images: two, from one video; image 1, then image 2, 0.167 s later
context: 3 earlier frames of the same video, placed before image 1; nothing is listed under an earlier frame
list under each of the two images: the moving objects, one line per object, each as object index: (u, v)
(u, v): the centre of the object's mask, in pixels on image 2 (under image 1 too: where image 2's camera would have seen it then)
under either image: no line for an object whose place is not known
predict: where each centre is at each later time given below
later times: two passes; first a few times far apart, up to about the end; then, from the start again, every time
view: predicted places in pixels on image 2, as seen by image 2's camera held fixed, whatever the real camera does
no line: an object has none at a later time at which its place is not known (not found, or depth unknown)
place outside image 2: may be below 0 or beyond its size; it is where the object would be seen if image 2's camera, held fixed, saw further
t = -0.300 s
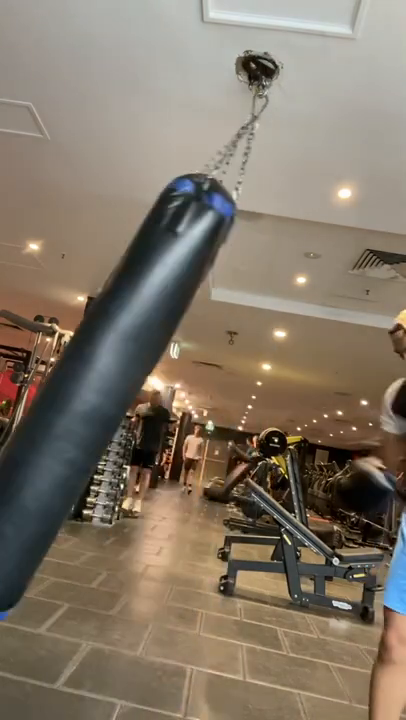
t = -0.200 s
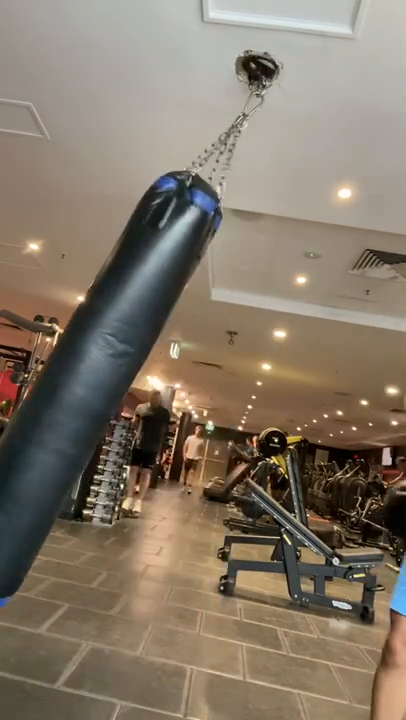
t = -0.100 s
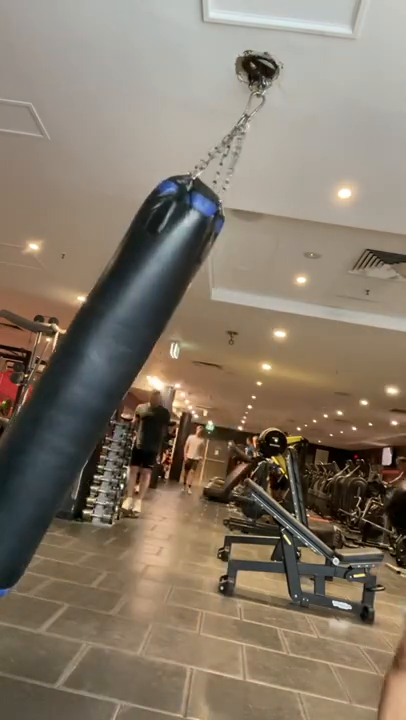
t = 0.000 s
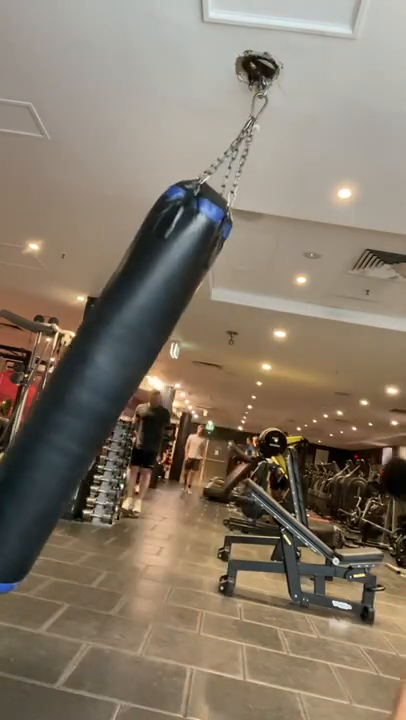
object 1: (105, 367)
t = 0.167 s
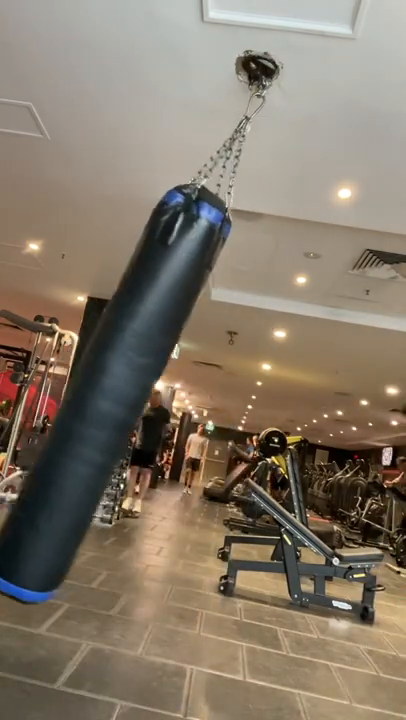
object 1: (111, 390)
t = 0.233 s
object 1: (120, 398)
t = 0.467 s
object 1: (169, 420)
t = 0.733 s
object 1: (240, 442)
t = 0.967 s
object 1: (303, 457)
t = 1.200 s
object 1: (337, 446)
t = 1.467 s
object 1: (333, 450)
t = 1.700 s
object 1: (280, 466)
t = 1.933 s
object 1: (192, 466)
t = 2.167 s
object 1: (123, 436)
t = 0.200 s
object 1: (114, 395)
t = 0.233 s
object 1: (120, 398)
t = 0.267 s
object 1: (126, 402)
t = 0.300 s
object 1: (133, 404)
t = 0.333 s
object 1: (140, 407)
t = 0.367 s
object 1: (148, 410)
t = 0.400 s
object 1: (154, 414)
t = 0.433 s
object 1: (161, 417)
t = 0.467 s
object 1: (169, 420)
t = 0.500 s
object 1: (177, 424)
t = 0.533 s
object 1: (185, 426)
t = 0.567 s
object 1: (194, 429)
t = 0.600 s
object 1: (204, 431)
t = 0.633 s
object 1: (213, 434)
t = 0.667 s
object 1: (221, 437)
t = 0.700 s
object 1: (231, 440)
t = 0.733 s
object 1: (240, 442)
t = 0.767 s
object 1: (249, 444)
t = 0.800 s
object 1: (258, 447)
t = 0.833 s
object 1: (267, 448)
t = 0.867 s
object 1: (277, 450)
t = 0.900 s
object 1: (286, 452)
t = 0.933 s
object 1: (294, 455)
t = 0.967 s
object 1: (303, 457)
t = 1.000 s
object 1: (311, 459)
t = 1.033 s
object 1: (318, 461)
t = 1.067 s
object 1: (325, 461)
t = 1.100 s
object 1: (330, 458)
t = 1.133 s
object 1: (333, 454)
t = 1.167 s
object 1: (336, 450)
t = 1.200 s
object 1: (337, 446)
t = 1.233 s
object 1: (339, 443)
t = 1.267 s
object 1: (339, 441)
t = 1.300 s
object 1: (339, 440)
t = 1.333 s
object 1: (339, 440)
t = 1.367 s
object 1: (339, 441)
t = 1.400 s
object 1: (337, 443)
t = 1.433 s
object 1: (336, 446)
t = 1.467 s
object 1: (333, 450)
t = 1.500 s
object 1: (330, 455)
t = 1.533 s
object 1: (325, 461)
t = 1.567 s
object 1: (319, 465)
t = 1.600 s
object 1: (311, 466)
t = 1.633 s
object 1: (302, 467)
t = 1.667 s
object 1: (291, 467)
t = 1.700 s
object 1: (280, 466)
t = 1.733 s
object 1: (269, 466)
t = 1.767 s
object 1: (256, 467)
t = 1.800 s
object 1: (244, 467)
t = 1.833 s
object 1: (231, 467)
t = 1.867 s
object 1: (218, 466)
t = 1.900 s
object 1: (205, 467)
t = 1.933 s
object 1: (192, 466)
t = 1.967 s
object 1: (179, 466)
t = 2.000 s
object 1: (168, 463)
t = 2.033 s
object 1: (157, 459)
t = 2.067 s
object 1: (147, 453)
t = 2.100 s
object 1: (138, 448)
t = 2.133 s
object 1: (129, 443)
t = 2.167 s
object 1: (123, 436)
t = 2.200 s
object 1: (119, 427)
